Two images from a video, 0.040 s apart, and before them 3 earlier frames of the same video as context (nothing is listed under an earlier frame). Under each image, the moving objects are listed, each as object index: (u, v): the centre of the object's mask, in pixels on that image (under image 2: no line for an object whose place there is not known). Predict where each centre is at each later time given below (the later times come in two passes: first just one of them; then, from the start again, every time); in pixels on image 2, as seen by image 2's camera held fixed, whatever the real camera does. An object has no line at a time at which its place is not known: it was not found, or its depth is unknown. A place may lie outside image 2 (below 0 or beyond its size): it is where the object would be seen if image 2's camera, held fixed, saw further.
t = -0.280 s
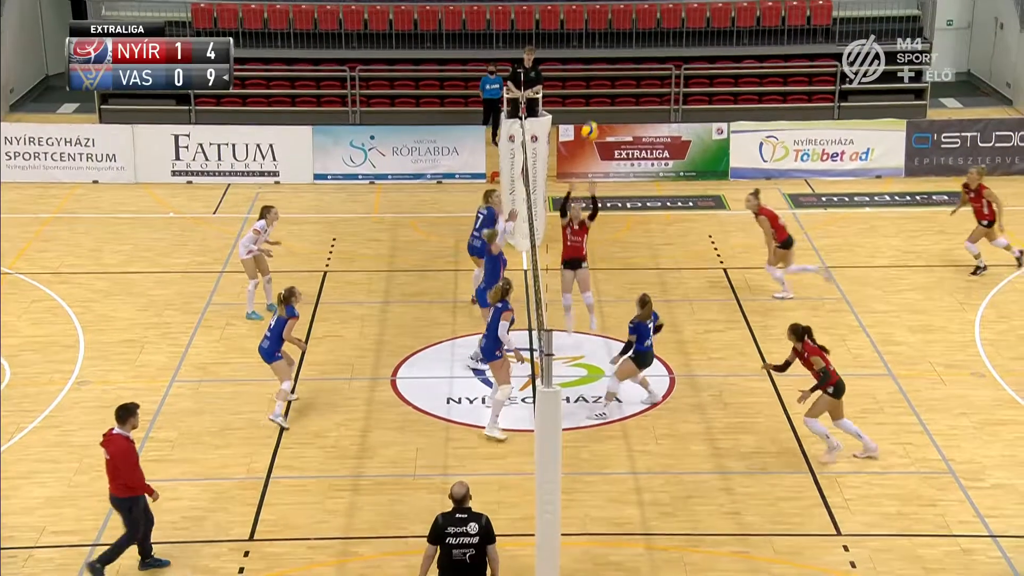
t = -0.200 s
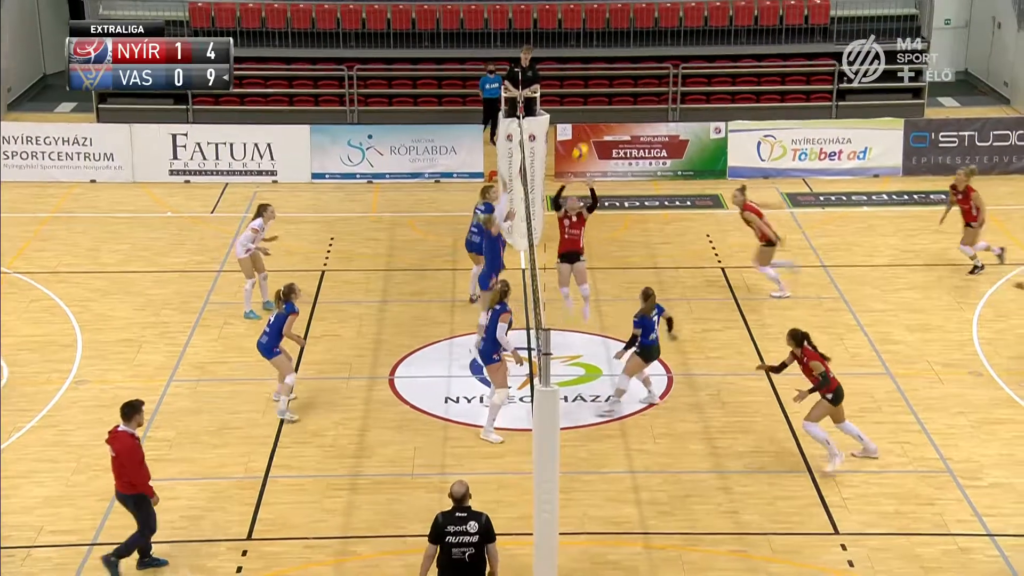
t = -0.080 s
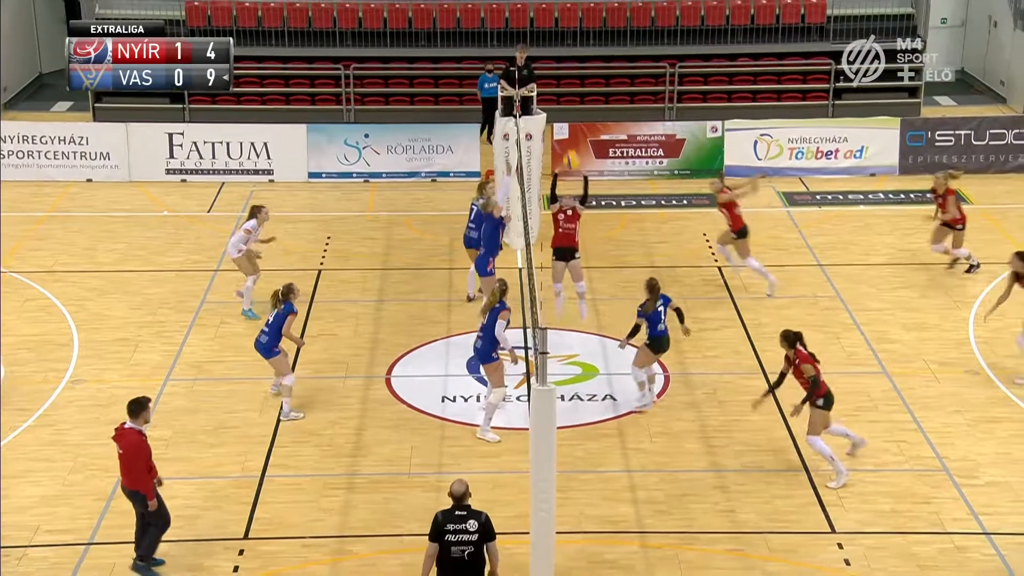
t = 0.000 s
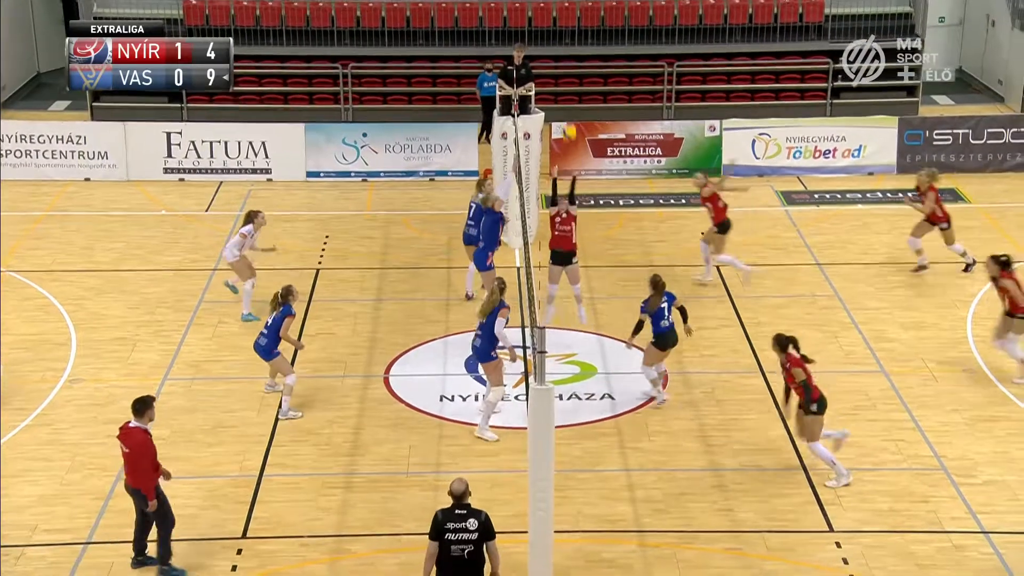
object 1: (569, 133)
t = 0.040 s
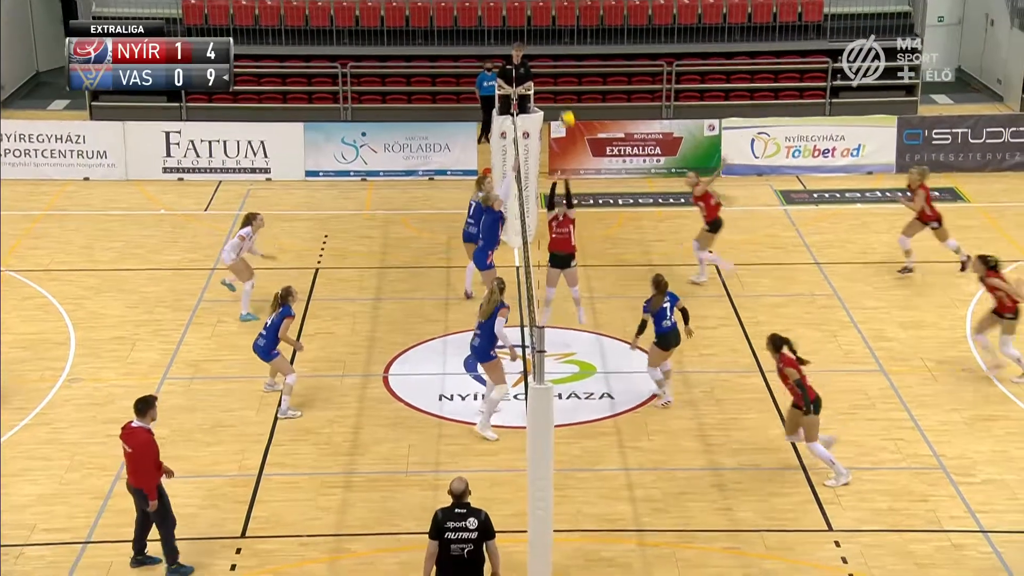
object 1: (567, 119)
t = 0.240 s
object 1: (564, 81)
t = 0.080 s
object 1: (566, 109)
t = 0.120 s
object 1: (566, 100)
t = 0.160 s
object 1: (565, 93)
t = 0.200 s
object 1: (565, 86)
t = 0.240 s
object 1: (564, 81)
